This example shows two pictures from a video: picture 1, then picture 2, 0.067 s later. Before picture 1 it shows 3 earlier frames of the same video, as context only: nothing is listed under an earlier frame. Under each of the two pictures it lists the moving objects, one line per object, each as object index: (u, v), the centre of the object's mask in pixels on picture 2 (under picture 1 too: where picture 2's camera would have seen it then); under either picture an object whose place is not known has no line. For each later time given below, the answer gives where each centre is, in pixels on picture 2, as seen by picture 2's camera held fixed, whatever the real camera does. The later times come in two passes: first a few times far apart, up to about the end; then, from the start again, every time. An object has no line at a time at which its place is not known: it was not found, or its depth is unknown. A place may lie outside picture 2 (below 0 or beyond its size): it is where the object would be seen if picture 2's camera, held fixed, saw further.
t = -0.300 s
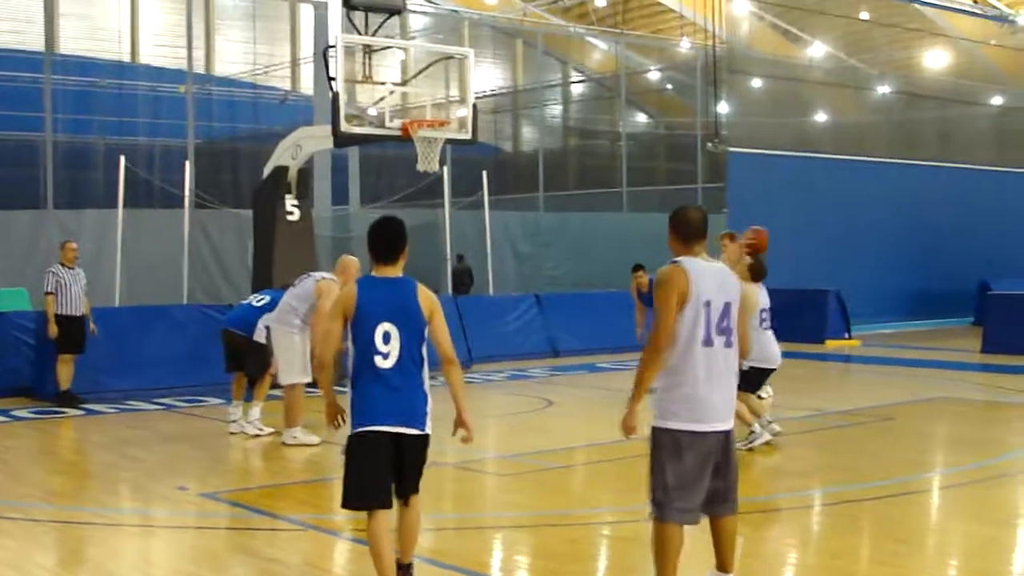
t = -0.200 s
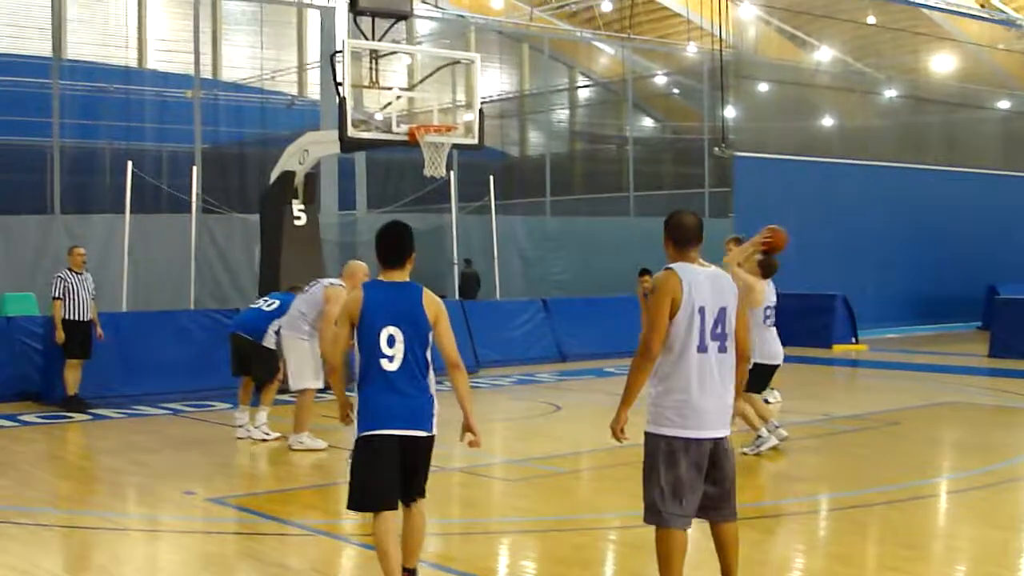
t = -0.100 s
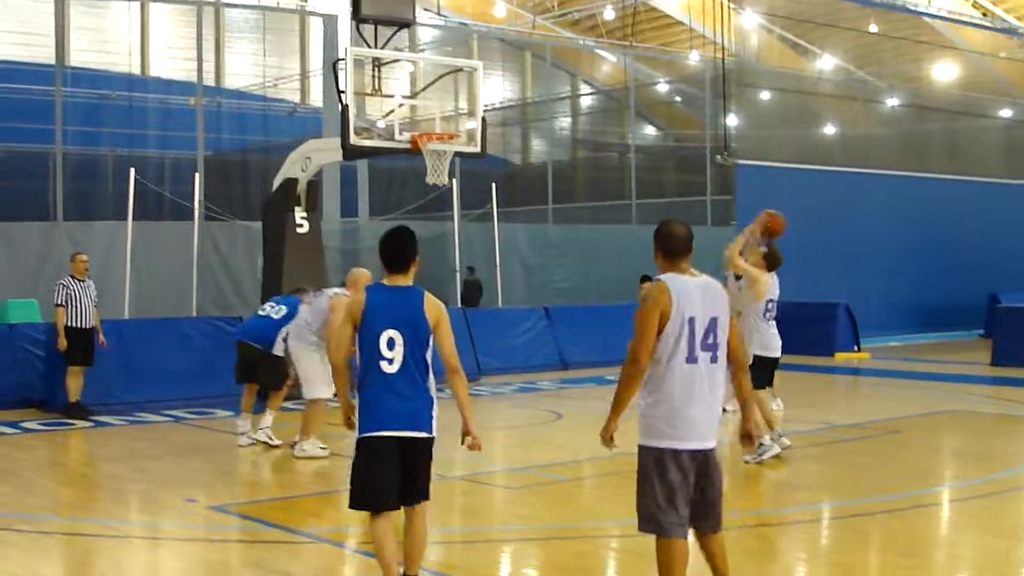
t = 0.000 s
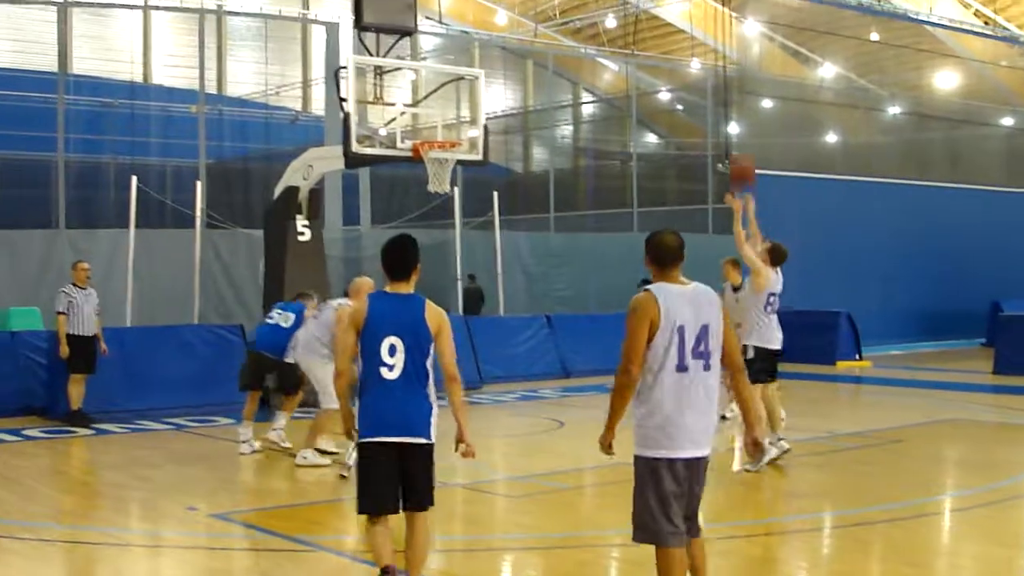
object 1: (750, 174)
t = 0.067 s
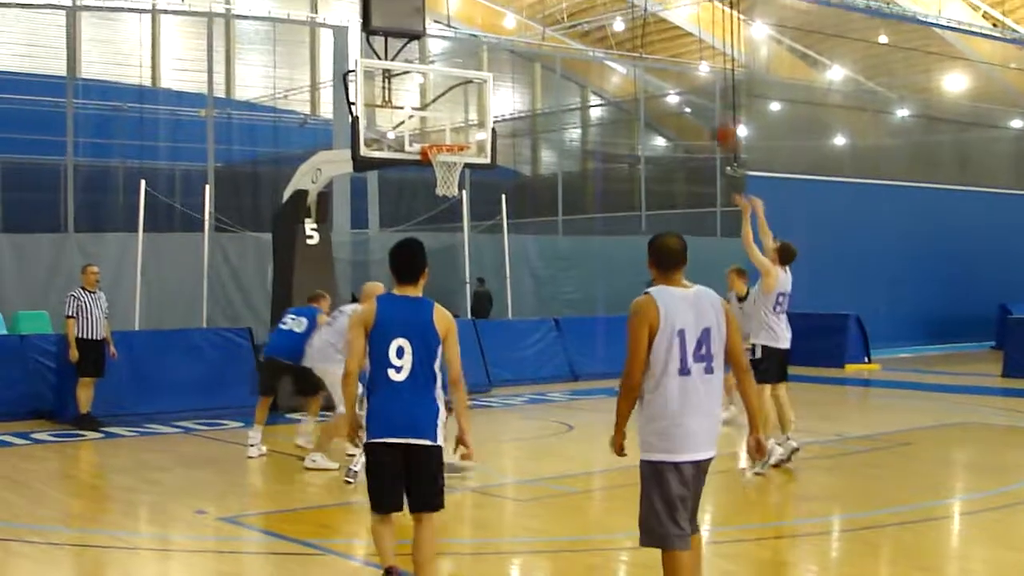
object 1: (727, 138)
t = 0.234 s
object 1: (668, 64)
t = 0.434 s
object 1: (601, 22)
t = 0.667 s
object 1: (536, 29)
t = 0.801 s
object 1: (503, 54)
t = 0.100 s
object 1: (714, 116)
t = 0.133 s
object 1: (702, 102)
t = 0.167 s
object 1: (688, 85)
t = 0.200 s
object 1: (680, 74)
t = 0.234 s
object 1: (668, 64)
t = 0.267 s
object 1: (654, 53)
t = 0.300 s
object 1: (644, 44)
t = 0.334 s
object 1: (634, 39)
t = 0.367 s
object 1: (622, 32)
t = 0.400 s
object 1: (610, 26)
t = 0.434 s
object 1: (601, 22)
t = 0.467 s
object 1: (593, 21)
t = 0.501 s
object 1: (583, 21)
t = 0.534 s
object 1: (572, 19)
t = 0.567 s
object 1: (563, 20)
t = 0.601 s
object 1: (553, 22)
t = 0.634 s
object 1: (545, 26)
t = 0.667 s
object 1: (536, 29)
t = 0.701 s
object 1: (528, 34)
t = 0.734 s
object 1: (518, 41)
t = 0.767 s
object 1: (511, 47)
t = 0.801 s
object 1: (503, 54)
